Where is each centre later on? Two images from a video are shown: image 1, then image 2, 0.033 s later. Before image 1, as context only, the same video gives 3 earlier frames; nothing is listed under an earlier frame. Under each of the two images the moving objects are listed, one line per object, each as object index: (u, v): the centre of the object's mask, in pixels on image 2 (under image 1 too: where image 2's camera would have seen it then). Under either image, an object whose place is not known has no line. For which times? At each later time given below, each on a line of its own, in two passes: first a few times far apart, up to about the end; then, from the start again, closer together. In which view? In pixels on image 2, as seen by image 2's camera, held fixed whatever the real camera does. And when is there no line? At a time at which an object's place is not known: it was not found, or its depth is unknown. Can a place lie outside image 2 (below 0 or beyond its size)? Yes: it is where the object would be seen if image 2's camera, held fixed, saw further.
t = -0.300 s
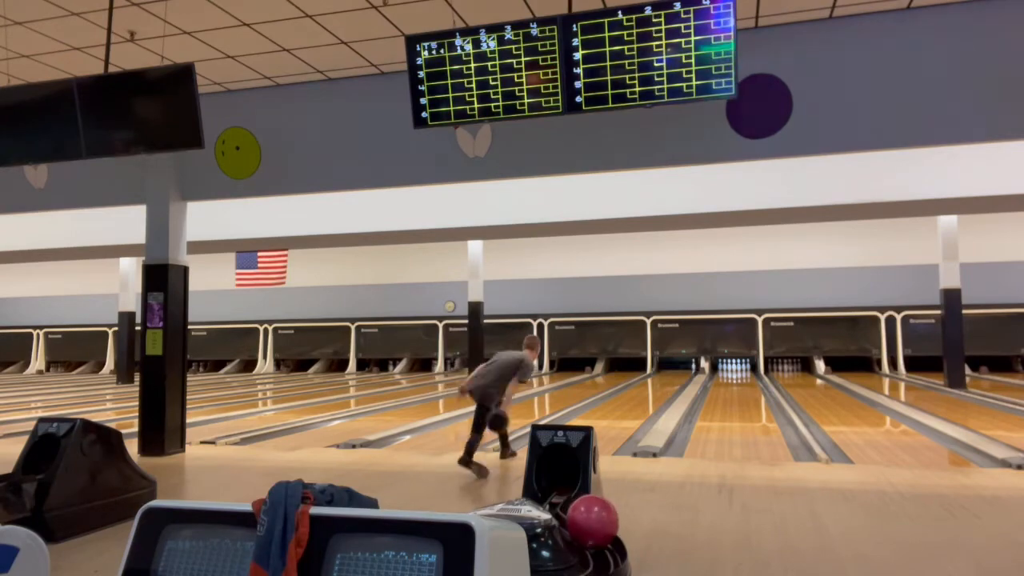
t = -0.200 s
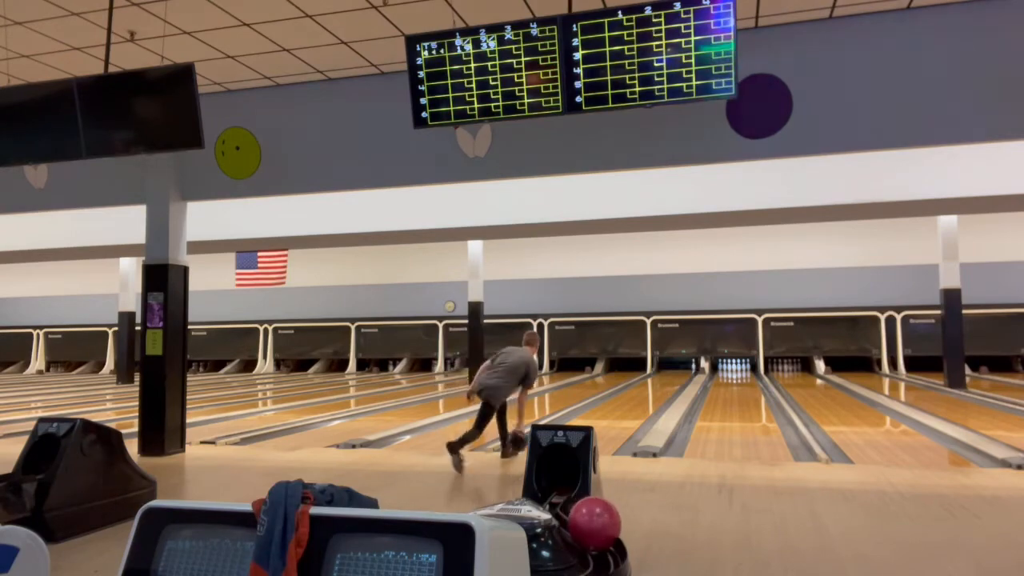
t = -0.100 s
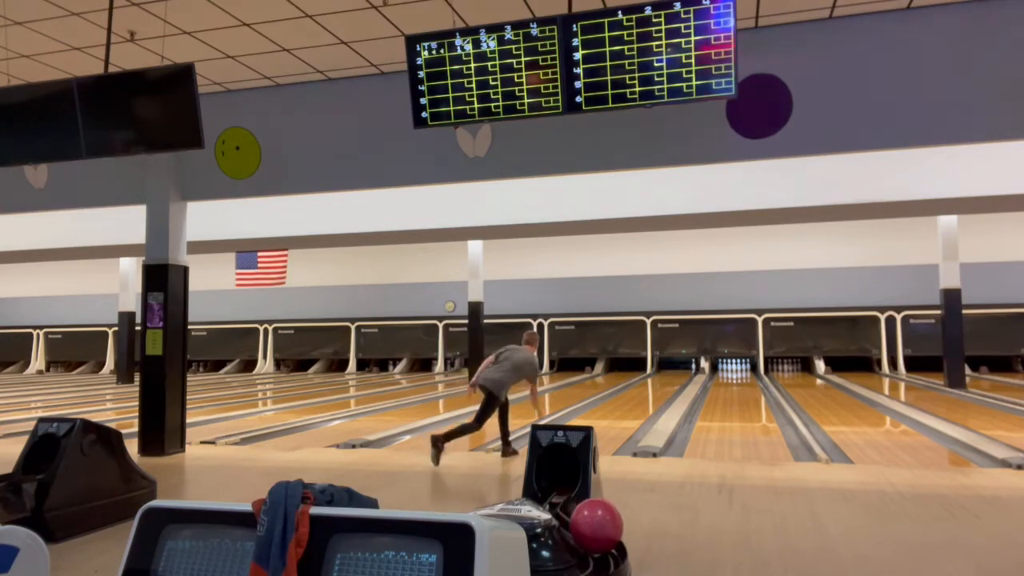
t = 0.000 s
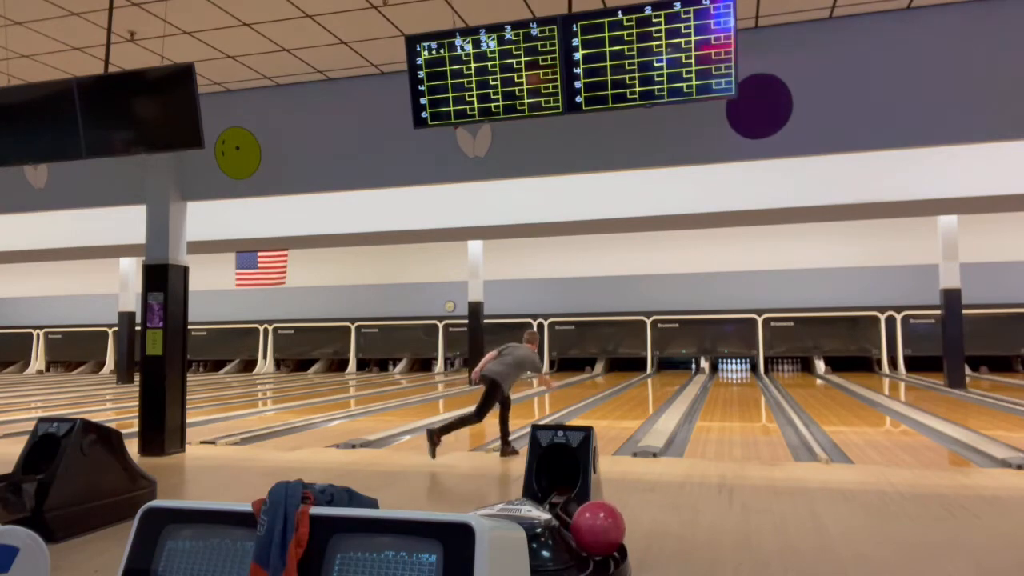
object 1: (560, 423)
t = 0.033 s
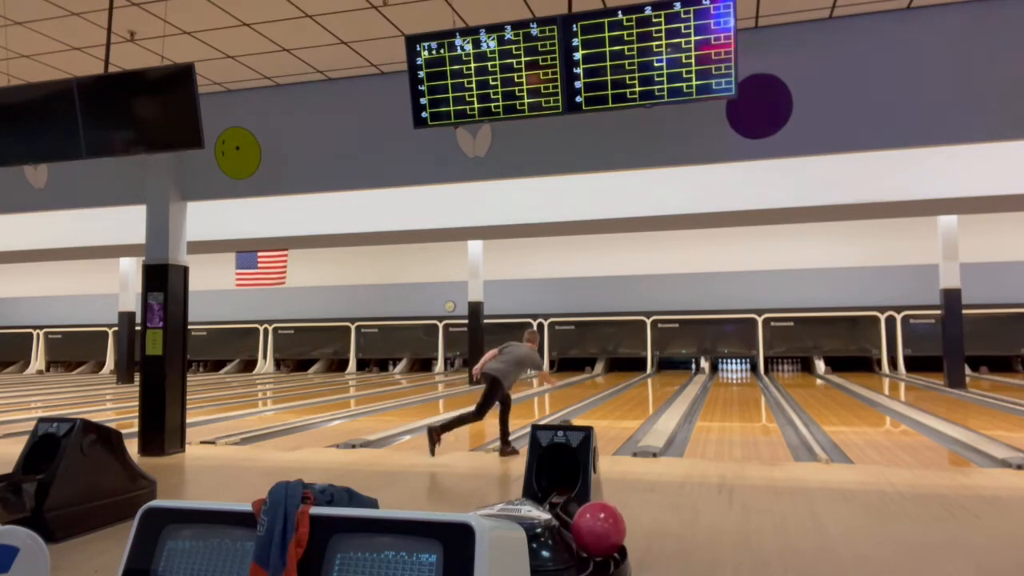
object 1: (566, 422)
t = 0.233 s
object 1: (593, 414)
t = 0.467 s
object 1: (616, 402)
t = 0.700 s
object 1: (633, 393)
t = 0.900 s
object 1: (644, 388)
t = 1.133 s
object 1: (656, 381)
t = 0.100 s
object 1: (575, 420)
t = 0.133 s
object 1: (580, 419)
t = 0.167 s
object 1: (584, 418)
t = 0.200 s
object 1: (589, 416)
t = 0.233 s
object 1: (593, 414)
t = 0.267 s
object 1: (596, 411)
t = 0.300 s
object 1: (600, 410)
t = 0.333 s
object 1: (603, 408)
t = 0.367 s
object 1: (607, 406)
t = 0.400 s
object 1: (610, 404)
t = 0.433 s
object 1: (613, 403)
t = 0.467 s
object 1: (616, 402)
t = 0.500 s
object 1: (619, 400)
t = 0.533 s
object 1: (621, 399)
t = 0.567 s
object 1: (624, 398)
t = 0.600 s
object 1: (626, 396)
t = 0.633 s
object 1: (629, 395)
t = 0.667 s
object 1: (631, 394)
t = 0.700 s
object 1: (633, 393)
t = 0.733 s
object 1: (635, 392)
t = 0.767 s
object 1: (637, 391)
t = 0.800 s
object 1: (639, 390)
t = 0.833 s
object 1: (641, 389)
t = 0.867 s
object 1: (642, 389)
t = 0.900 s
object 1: (644, 388)
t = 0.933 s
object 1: (646, 387)
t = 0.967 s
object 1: (648, 385)
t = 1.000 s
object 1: (650, 384)
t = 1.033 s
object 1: (651, 383)
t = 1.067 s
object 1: (653, 383)
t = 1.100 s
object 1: (654, 382)
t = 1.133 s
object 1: (656, 381)
